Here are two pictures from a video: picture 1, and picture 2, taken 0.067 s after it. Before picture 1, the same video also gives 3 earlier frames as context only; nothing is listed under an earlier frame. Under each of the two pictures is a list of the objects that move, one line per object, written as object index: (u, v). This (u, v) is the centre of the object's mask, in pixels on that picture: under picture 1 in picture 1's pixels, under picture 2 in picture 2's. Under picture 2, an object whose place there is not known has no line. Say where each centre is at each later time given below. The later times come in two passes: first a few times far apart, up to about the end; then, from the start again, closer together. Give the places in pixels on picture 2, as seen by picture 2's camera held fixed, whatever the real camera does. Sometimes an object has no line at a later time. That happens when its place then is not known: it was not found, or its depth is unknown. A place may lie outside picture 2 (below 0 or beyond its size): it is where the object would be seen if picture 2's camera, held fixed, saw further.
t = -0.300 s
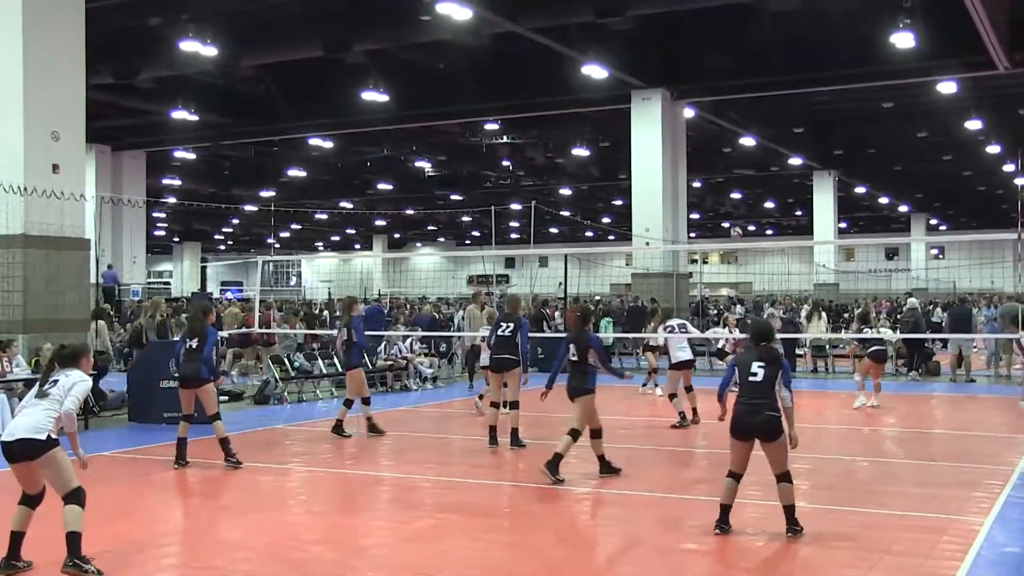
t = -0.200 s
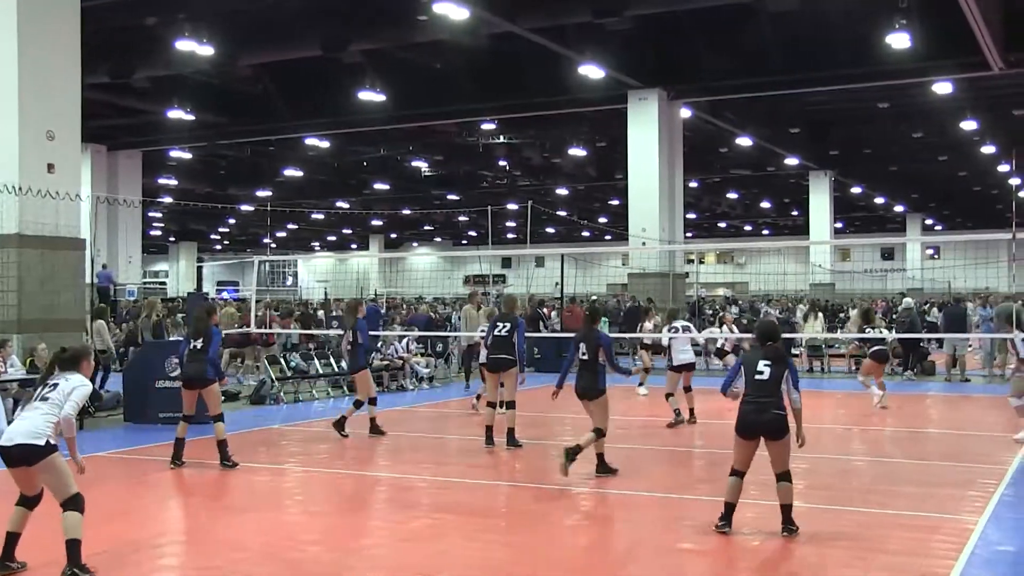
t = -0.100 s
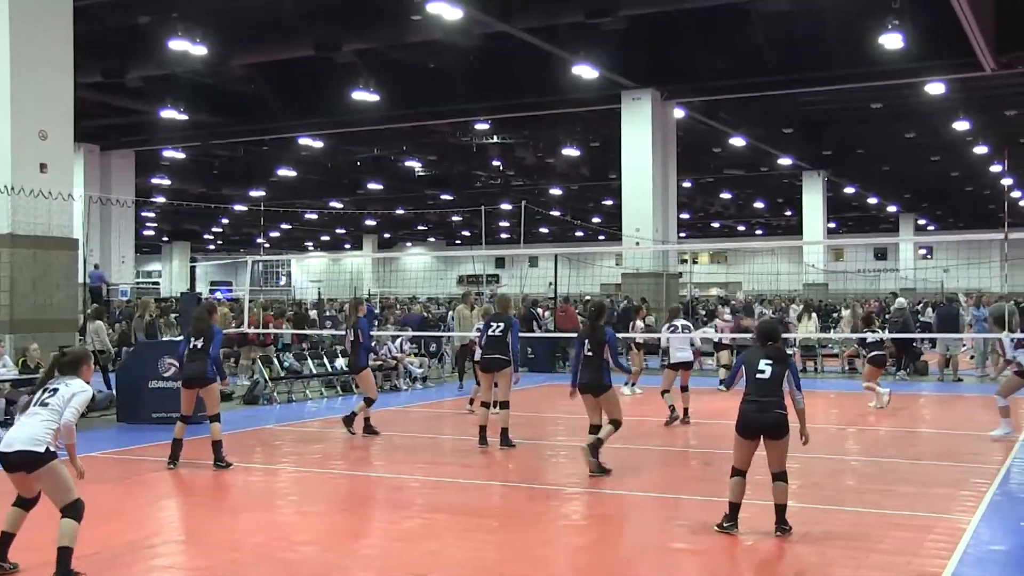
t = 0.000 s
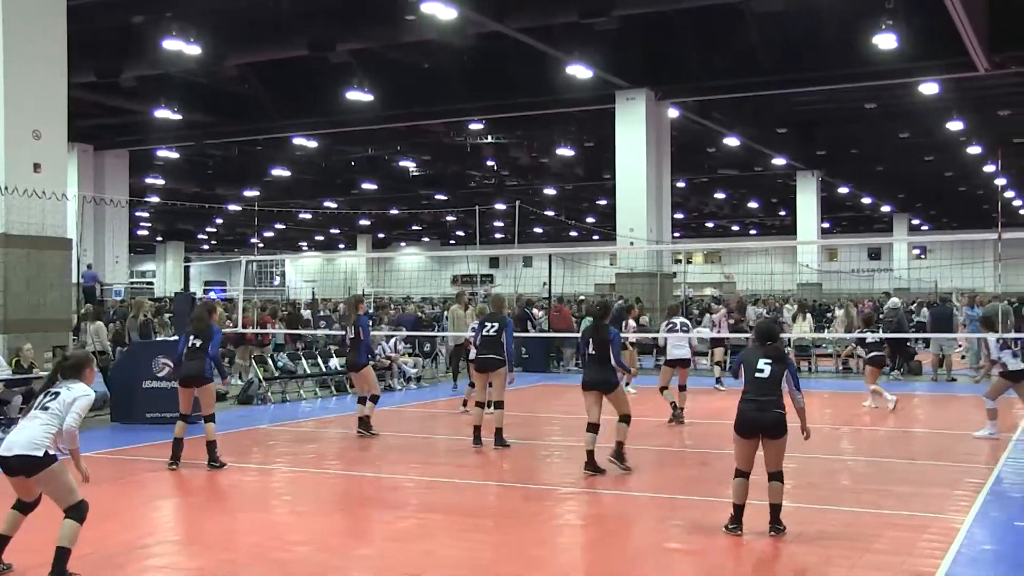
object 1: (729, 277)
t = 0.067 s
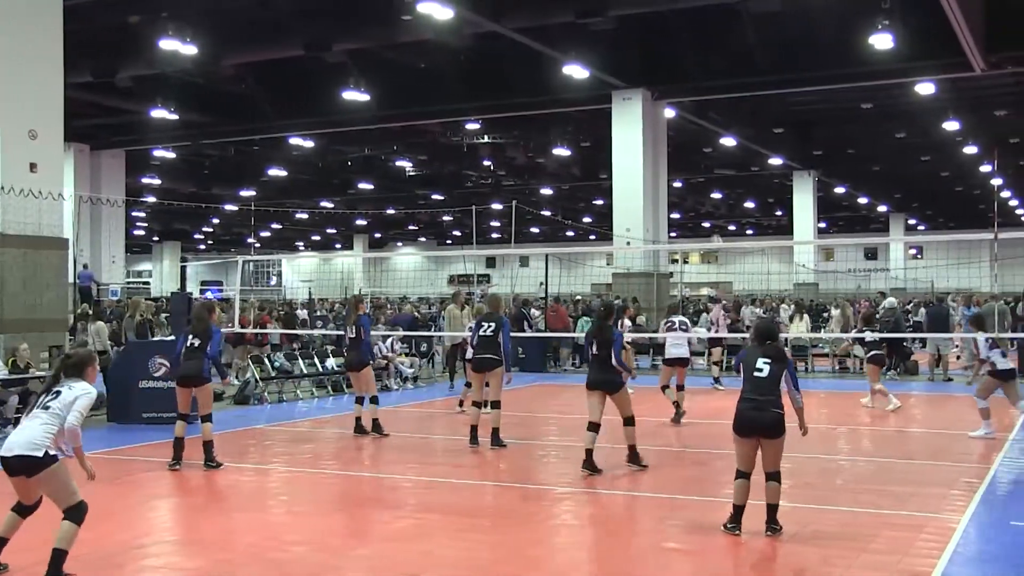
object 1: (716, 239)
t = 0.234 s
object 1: (690, 171)
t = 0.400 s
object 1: (665, 113)
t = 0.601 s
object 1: (636, 67)
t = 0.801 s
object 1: (608, 43)
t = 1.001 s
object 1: (578, 42)
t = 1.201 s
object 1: (549, 67)
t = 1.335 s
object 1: (528, 100)
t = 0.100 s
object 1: (712, 226)
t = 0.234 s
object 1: (690, 171)
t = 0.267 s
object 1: (685, 159)
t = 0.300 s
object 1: (680, 147)
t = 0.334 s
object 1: (675, 136)
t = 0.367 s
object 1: (669, 125)
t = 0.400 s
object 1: (665, 113)
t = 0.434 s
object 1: (660, 103)
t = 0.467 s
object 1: (655, 95)
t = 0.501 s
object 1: (650, 88)
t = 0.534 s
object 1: (646, 80)
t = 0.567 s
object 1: (641, 74)
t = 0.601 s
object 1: (636, 67)
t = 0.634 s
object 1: (632, 62)
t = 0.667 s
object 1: (627, 57)
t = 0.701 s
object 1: (622, 52)
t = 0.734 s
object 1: (617, 48)
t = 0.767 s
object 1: (613, 45)
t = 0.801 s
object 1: (608, 43)
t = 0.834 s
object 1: (602, 41)
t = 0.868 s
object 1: (598, 40)
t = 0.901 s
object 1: (593, 39)
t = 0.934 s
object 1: (589, 39)
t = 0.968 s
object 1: (583, 40)
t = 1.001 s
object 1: (578, 42)
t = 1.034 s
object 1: (573, 44)
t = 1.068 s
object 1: (568, 47)
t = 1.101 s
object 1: (564, 49)
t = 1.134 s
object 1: (559, 54)
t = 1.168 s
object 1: (554, 61)
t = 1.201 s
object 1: (549, 67)
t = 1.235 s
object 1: (543, 74)
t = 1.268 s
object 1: (538, 82)
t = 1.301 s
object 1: (533, 91)
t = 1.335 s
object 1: (528, 100)
